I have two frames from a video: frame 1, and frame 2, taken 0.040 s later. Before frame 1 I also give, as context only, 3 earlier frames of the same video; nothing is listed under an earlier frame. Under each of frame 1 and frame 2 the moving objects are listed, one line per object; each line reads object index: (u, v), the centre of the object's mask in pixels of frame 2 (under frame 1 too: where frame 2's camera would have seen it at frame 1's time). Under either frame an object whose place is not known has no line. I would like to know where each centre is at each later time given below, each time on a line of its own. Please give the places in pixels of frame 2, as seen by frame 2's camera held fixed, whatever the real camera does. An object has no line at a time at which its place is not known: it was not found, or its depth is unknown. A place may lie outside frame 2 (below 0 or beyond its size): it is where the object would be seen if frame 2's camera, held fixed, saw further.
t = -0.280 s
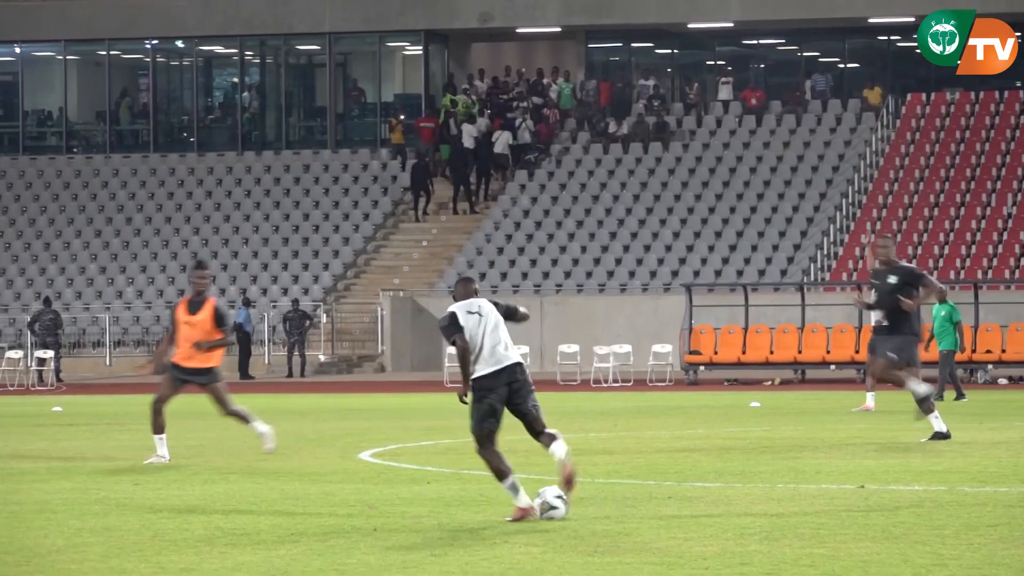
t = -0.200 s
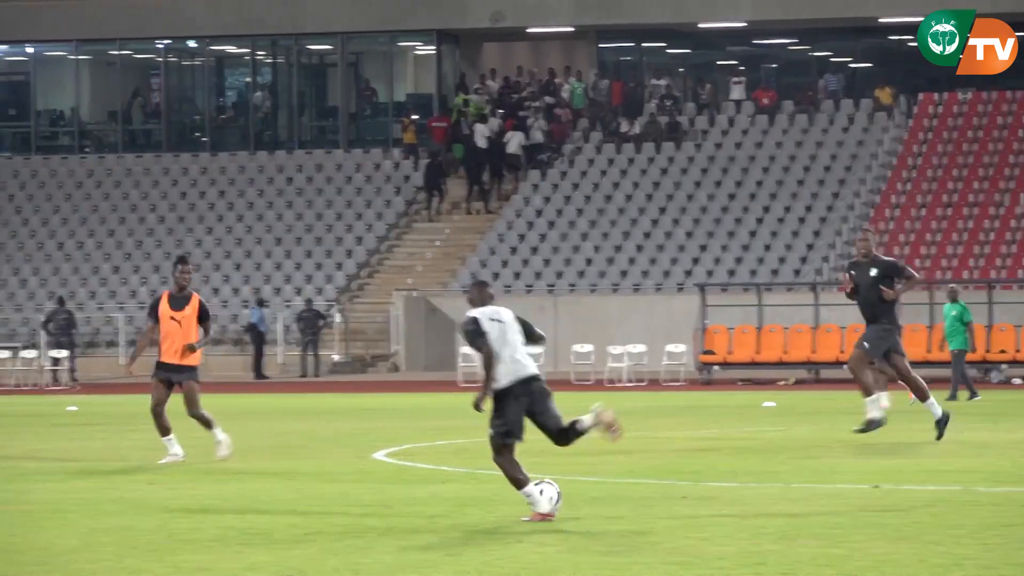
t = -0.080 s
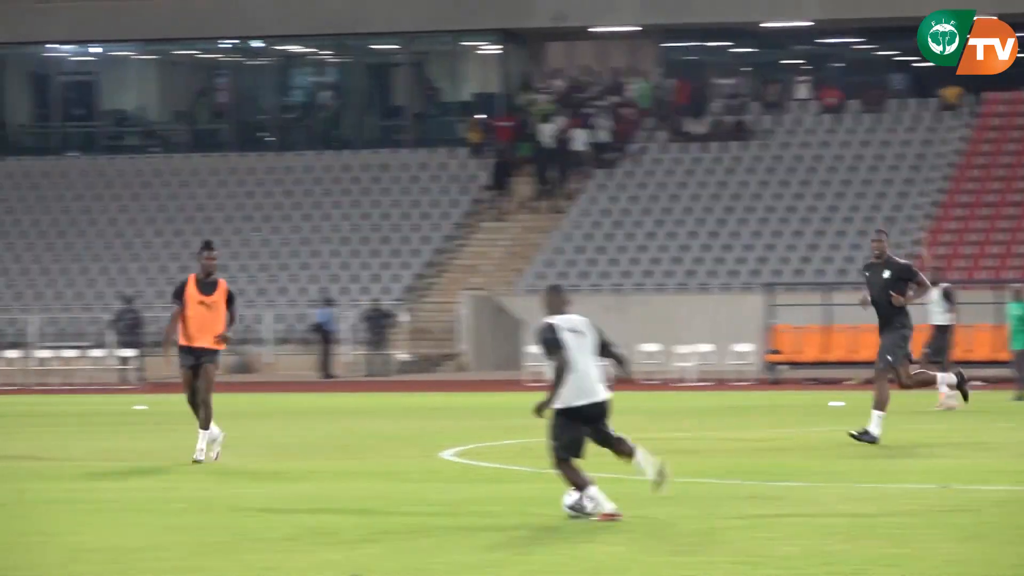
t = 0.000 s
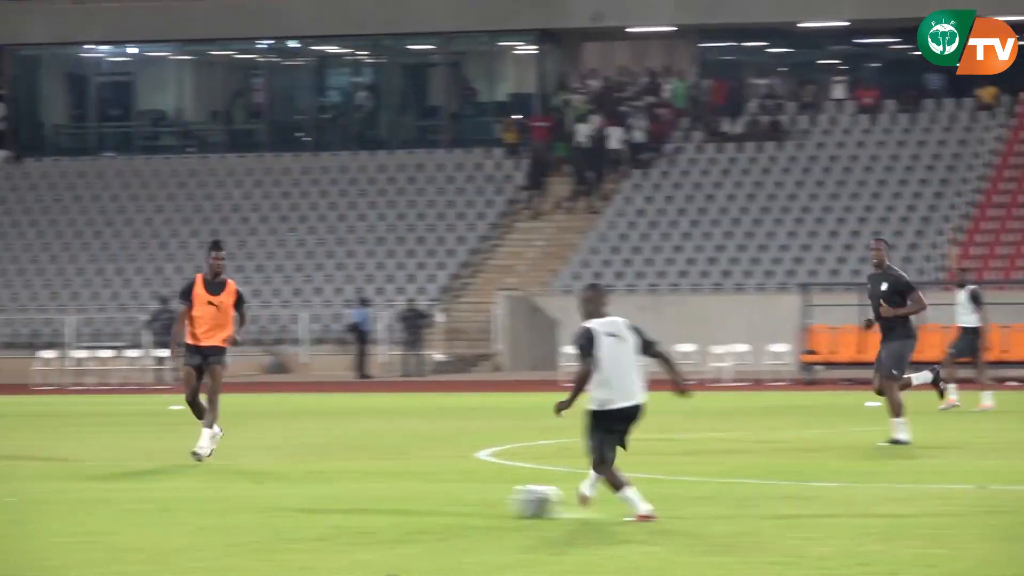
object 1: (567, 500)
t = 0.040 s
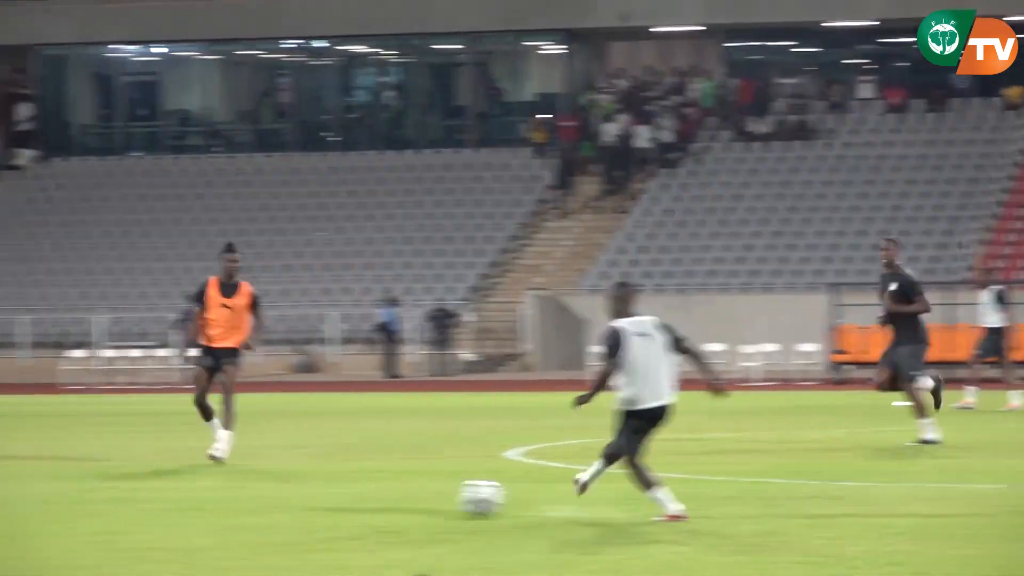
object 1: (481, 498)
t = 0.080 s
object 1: (398, 496)
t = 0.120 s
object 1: (314, 498)
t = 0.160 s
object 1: (229, 504)
